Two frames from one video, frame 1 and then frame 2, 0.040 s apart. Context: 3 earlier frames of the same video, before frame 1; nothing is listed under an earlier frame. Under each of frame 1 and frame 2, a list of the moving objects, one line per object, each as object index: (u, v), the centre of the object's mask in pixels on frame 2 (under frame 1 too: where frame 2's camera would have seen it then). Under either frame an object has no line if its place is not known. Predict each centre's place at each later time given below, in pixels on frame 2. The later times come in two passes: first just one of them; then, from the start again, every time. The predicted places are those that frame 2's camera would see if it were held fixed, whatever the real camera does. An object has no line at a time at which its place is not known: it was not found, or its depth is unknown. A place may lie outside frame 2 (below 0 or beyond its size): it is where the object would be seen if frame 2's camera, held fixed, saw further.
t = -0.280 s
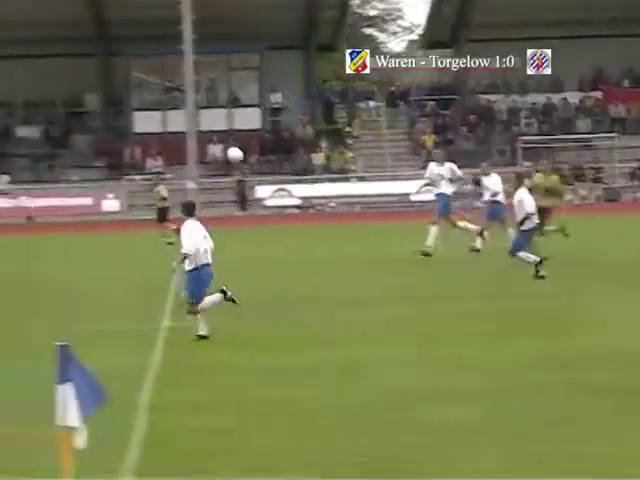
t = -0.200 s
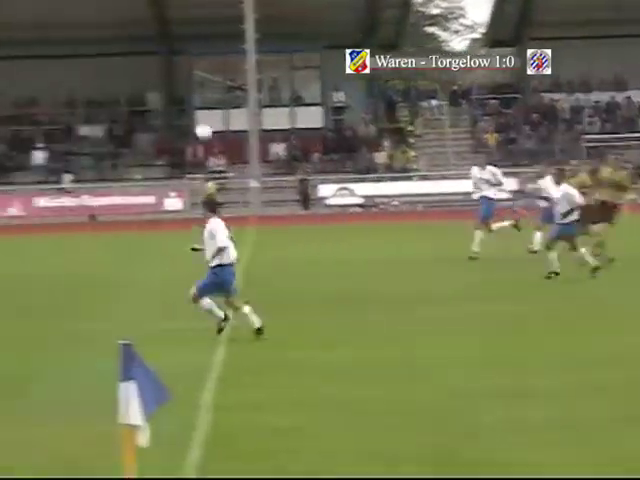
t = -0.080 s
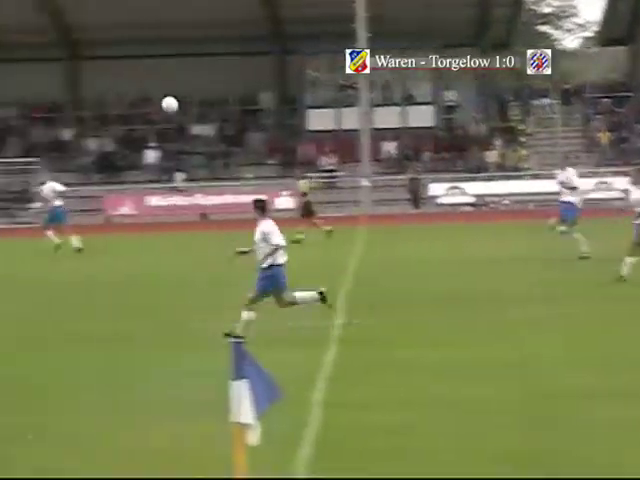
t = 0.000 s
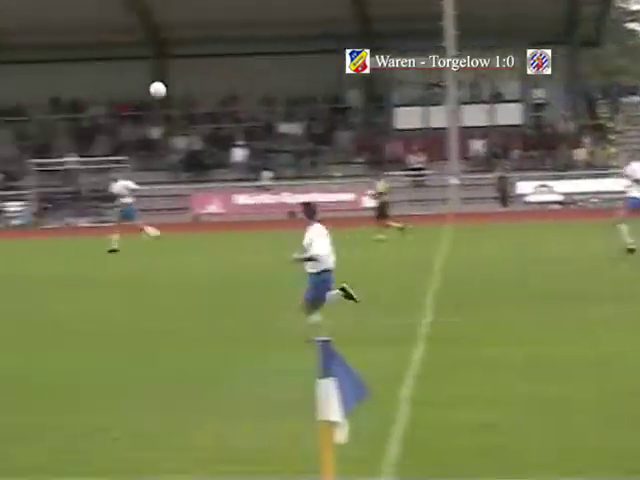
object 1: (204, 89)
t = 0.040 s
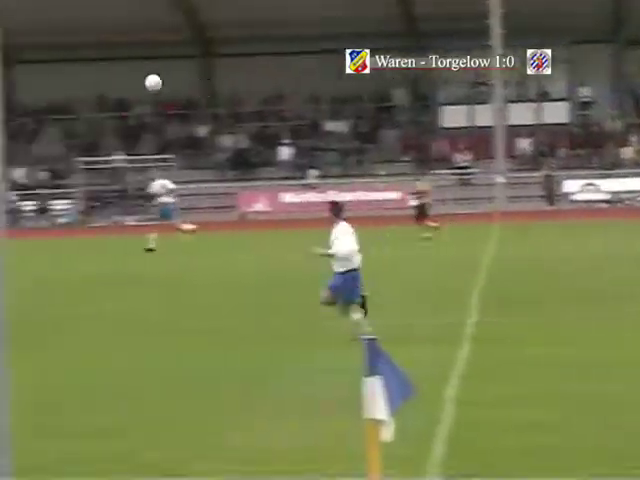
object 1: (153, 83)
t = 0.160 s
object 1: (-1, 77)
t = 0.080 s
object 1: (101, 77)
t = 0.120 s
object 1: (48, 72)
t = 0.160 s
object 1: (-1, 77)
